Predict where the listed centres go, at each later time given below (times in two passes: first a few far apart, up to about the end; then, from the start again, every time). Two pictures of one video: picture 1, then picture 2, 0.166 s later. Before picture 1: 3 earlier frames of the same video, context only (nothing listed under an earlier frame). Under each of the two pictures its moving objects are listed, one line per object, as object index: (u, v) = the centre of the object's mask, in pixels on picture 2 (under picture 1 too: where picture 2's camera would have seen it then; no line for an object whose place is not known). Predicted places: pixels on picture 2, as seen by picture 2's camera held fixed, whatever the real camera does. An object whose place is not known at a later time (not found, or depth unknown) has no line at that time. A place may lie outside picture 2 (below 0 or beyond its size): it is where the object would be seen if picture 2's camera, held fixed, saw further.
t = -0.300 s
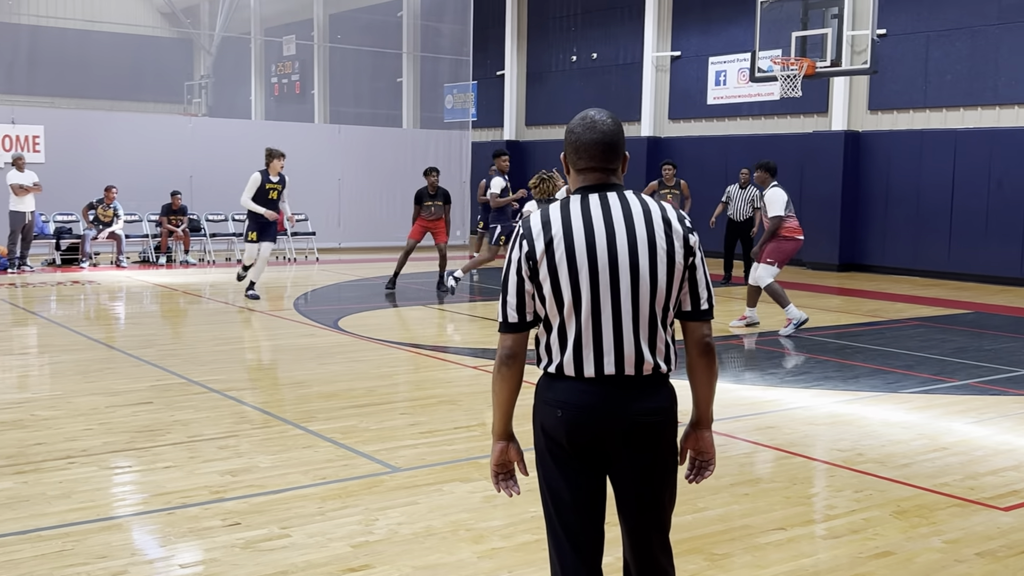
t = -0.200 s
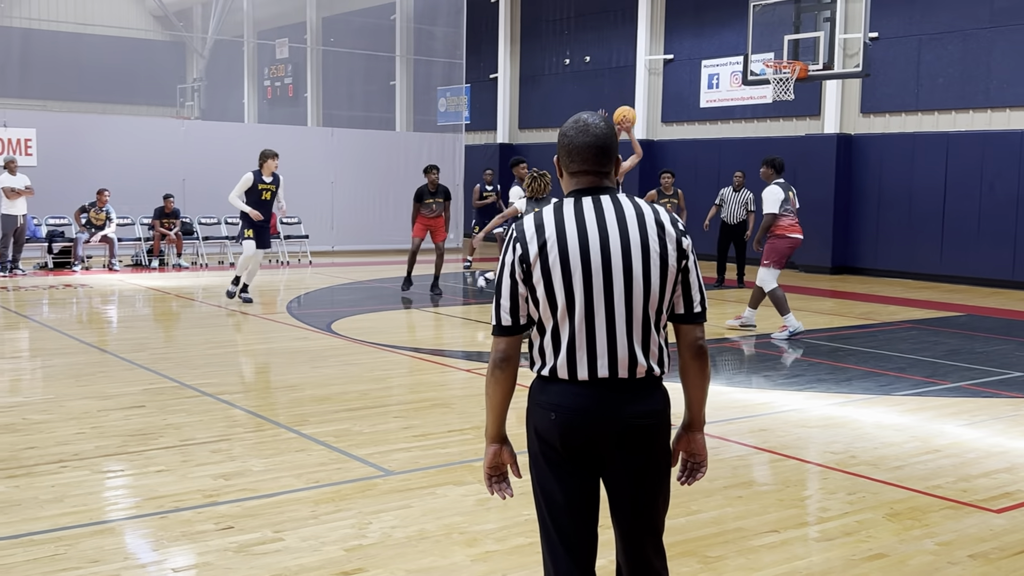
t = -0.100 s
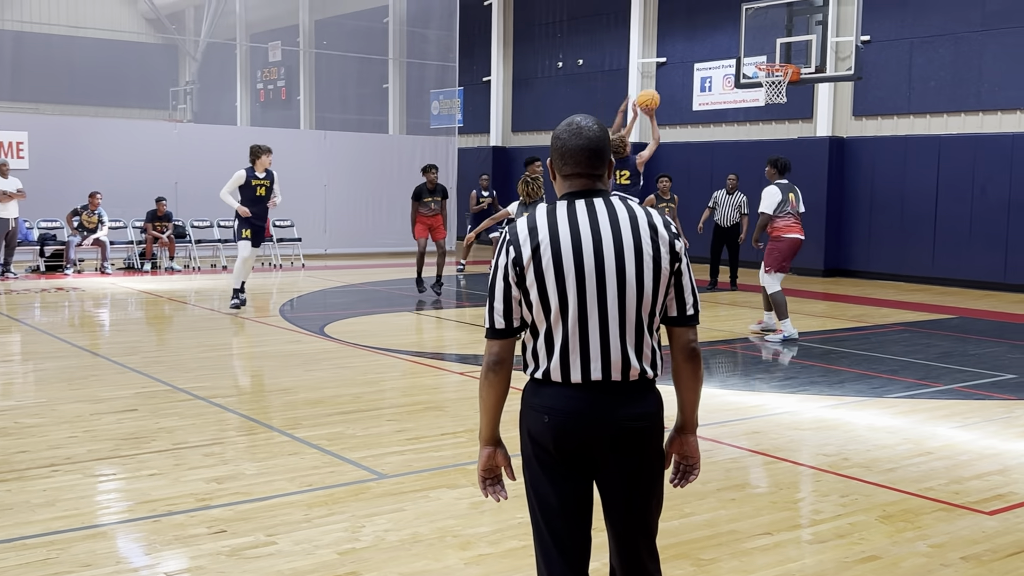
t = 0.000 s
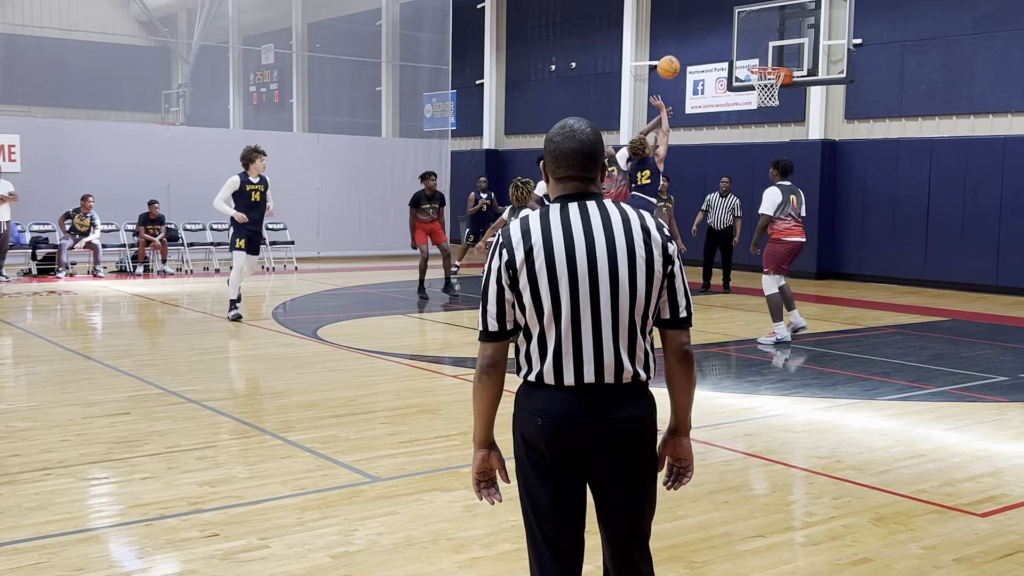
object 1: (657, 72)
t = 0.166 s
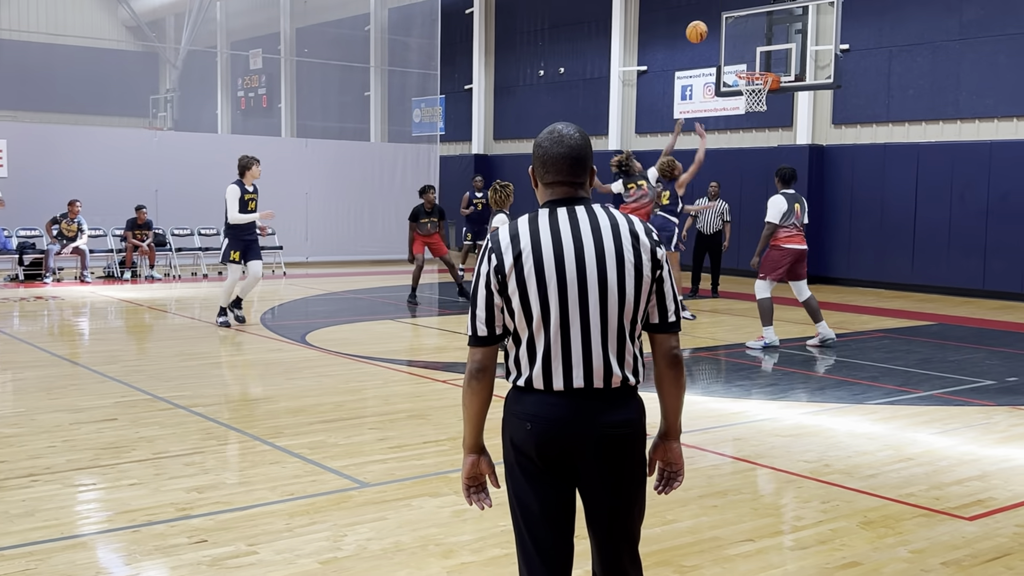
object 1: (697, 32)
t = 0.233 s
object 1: (711, 23)
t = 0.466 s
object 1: (757, 24)
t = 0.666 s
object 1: (757, 50)
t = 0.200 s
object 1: (704, 27)
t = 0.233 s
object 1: (711, 23)
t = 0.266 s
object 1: (718, 20)
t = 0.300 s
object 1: (725, 19)
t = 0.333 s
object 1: (732, 18)
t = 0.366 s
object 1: (738, 18)
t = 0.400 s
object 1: (745, 19)
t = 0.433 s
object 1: (751, 22)
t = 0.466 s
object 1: (757, 24)
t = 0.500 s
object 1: (762, 28)
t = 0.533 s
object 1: (768, 33)
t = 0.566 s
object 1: (774, 38)
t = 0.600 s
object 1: (771, 42)
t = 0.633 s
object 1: (764, 46)
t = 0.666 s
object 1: (757, 50)
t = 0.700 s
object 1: (749, 56)
